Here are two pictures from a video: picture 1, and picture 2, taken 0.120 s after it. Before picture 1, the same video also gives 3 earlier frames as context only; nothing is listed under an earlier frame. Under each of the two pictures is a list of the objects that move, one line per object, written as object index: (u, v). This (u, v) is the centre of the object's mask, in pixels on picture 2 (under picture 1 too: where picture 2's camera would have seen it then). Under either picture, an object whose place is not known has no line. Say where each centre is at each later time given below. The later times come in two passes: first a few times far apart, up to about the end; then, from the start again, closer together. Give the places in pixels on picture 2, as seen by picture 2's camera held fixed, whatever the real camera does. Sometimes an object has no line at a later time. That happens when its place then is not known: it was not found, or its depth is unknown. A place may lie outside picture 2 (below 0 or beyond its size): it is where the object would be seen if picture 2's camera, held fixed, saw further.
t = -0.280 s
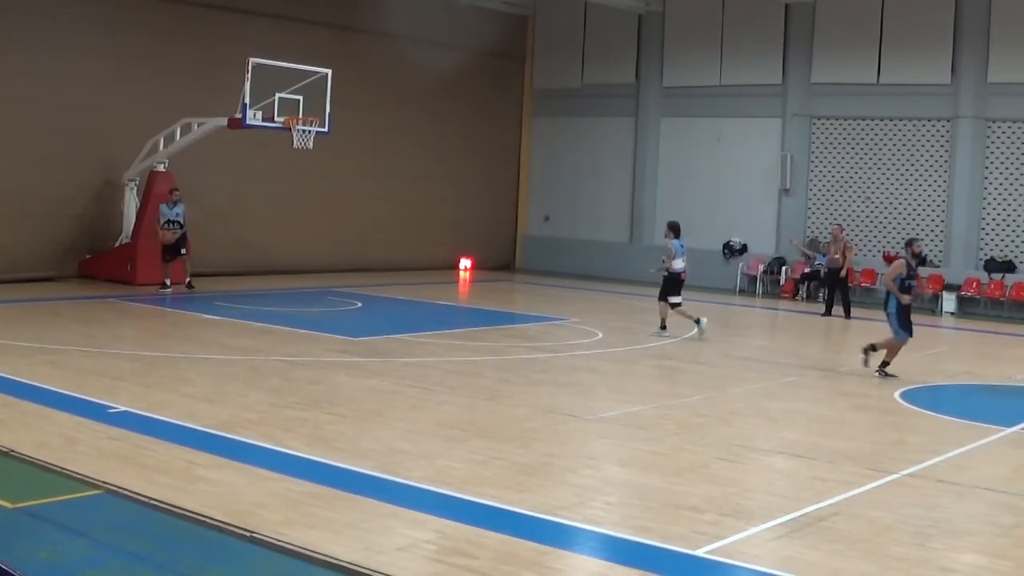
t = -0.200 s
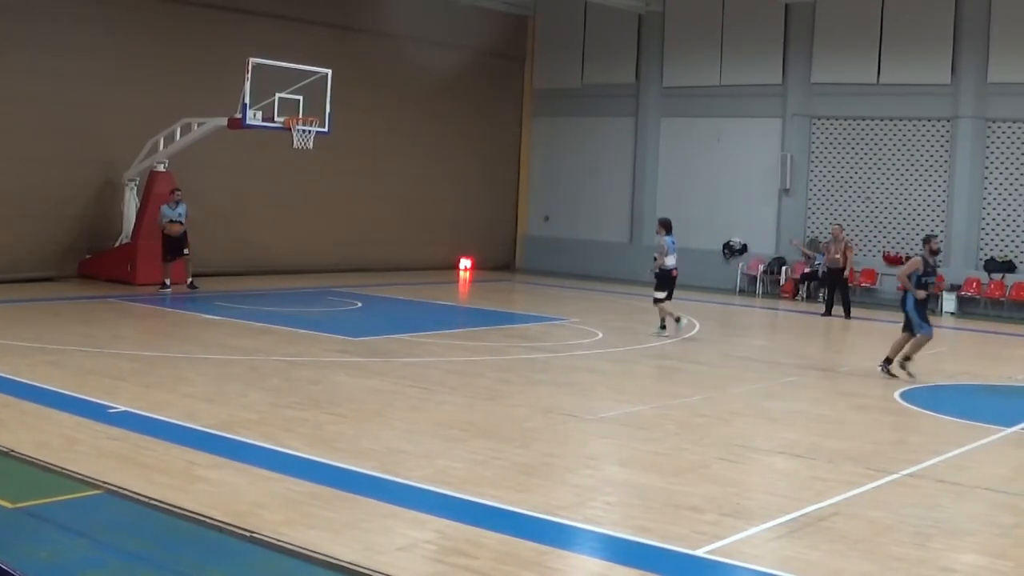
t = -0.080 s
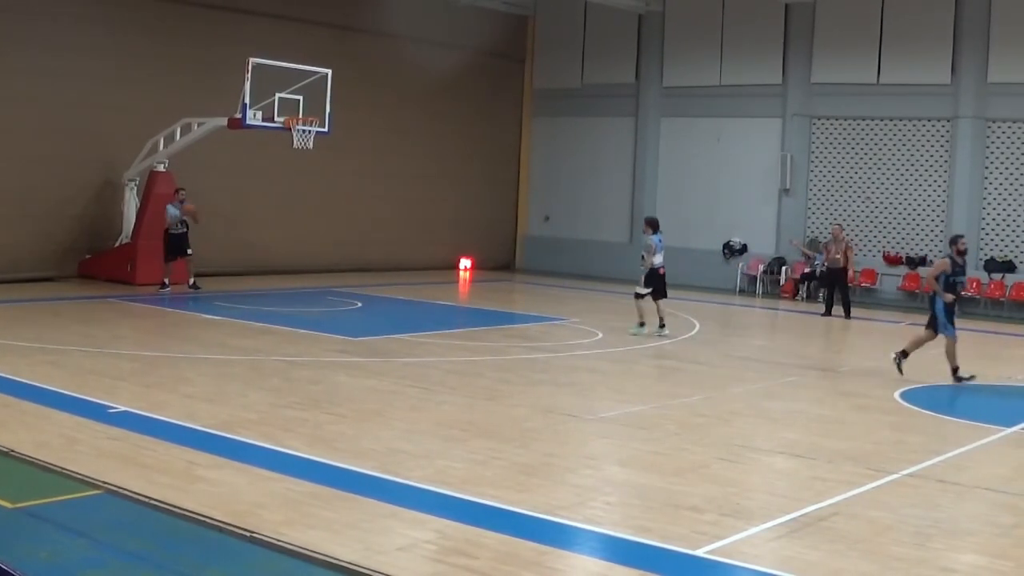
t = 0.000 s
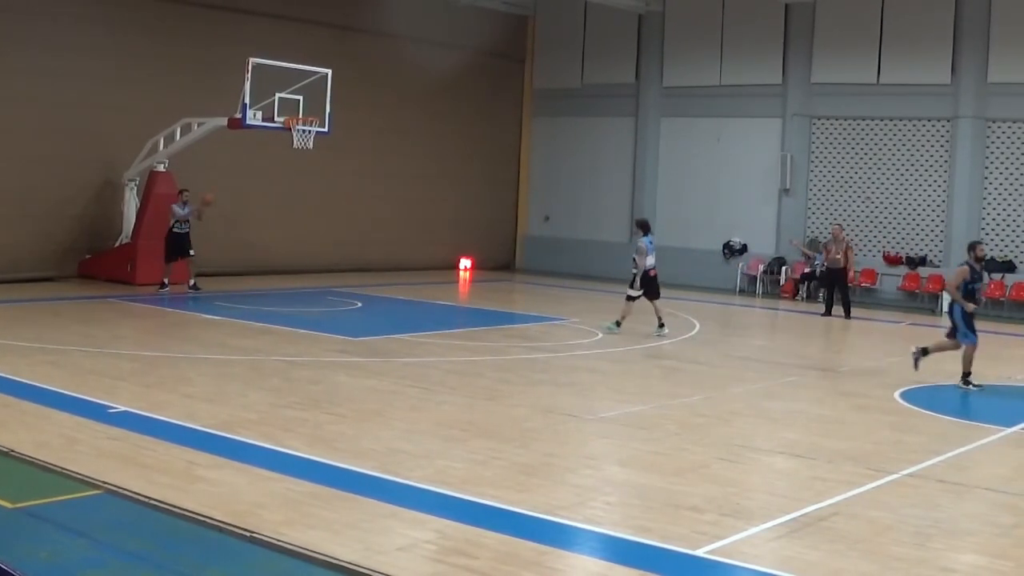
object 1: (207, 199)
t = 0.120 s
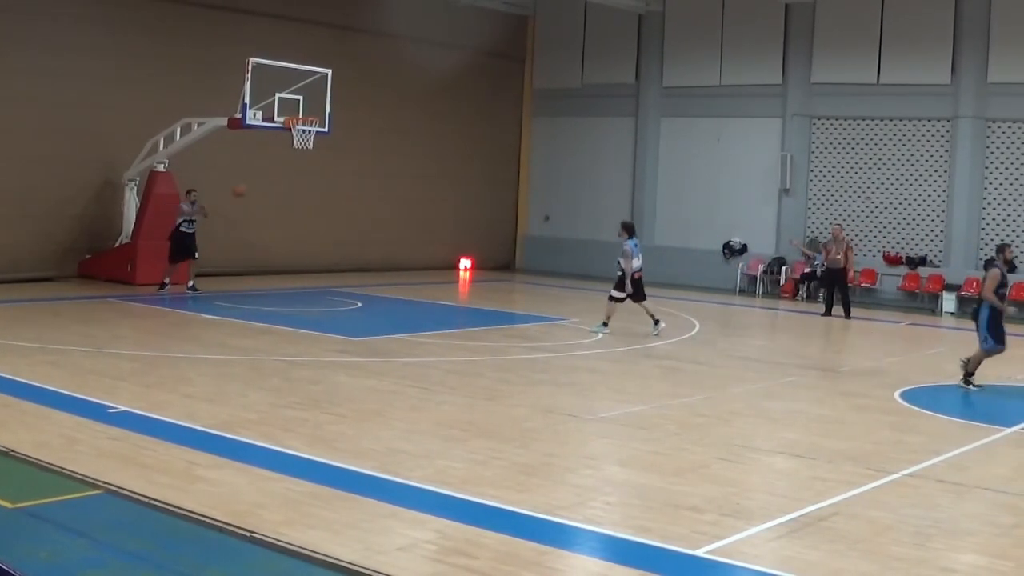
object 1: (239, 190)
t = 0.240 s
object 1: (272, 188)
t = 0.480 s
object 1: (339, 213)
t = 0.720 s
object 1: (409, 276)
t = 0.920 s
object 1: (453, 289)
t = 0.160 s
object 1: (251, 188)
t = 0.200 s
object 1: (261, 188)
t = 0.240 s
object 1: (272, 188)
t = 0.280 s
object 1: (283, 190)
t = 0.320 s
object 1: (294, 192)
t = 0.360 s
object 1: (306, 196)
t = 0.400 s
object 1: (317, 200)
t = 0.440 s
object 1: (328, 206)
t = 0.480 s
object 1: (339, 213)
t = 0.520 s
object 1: (351, 221)
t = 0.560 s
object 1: (363, 230)
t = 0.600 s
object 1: (374, 239)
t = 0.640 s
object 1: (386, 249)
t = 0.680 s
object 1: (399, 263)
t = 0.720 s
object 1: (409, 276)
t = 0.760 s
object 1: (421, 292)
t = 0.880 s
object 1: (447, 299)
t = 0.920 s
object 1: (453, 289)
